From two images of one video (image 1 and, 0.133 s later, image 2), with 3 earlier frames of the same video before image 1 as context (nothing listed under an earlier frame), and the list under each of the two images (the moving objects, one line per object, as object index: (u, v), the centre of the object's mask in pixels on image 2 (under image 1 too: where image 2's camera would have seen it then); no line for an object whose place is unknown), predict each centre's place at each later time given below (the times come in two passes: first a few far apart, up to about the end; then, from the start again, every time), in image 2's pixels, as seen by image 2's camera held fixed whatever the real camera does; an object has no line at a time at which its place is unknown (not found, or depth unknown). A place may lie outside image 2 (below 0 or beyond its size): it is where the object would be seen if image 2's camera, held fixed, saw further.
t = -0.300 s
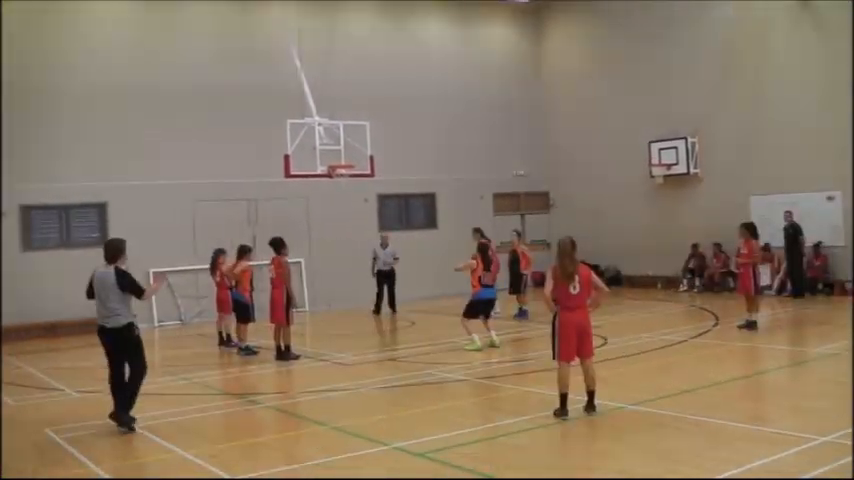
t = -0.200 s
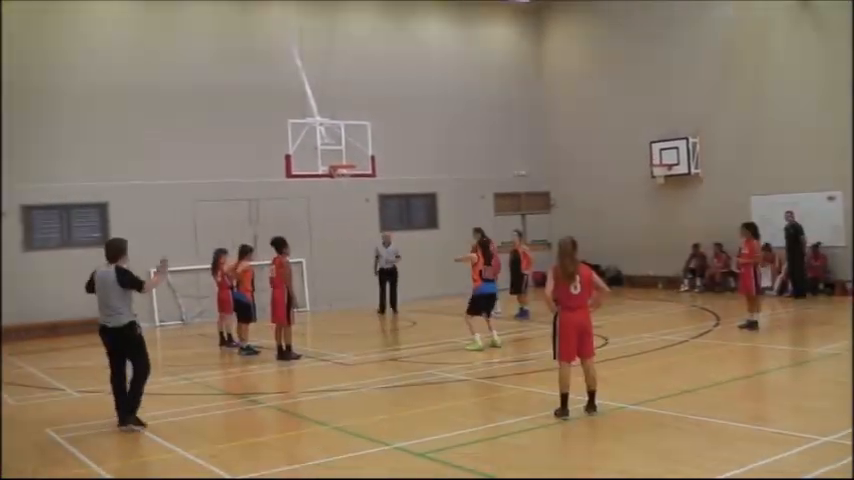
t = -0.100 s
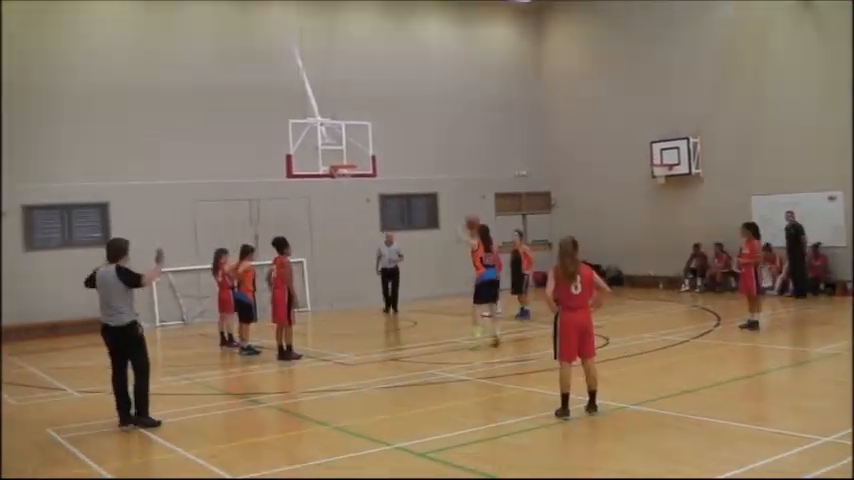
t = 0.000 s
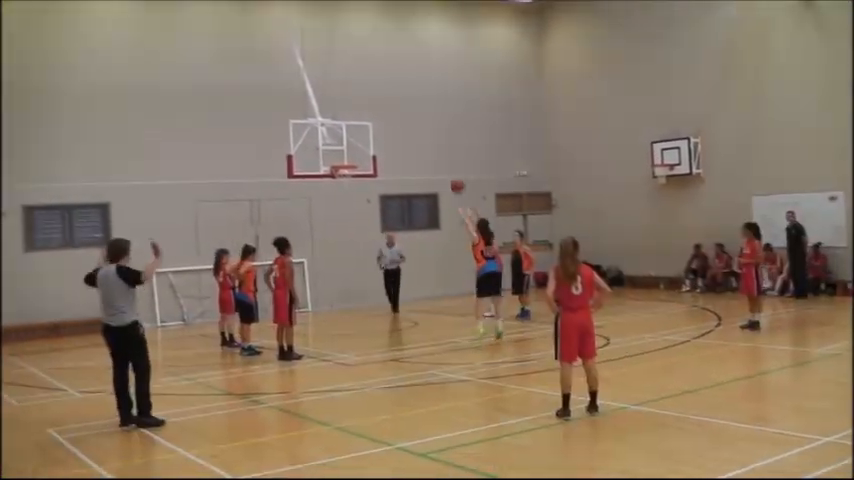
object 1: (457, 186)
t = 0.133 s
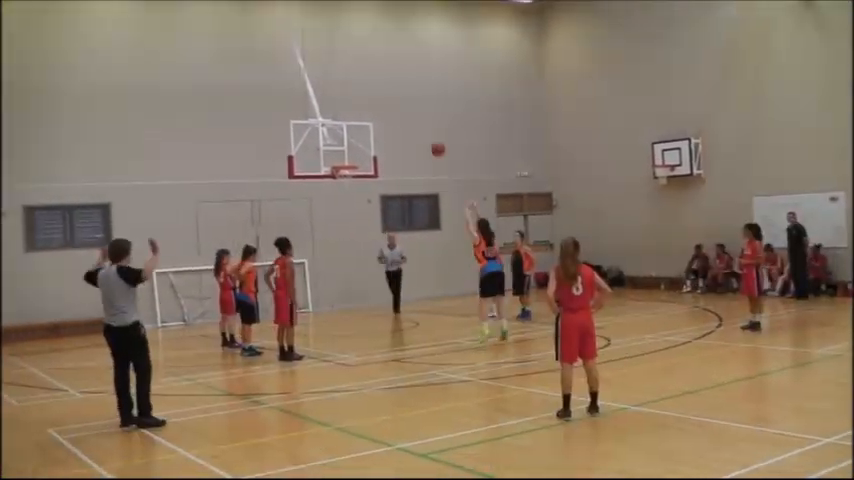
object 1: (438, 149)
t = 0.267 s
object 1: (418, 124)
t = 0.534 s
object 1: (386, 108)
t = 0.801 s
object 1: (360, 130)
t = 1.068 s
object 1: (341, 178)
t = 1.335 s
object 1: (339, 205)
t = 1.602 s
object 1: (339, 271)
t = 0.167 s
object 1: (433, 142)
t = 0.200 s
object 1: (428, 136)
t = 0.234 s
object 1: (423, 129)
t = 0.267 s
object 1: (418, 124)
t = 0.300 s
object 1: (414, 120)
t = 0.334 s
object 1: (410, 117)
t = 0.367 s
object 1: (405, 113)
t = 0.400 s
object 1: (401, 110)
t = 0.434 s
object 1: (397, 109)
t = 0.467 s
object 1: (394, 108)
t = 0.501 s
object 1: (390, 108)
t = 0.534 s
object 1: (386, 108)
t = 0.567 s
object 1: (382, 108)
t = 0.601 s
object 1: (379, 110)
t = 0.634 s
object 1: (376, 112)
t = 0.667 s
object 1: (372, 114)
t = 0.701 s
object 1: (369, 117)
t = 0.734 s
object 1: (366, 121)
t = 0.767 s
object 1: (363, 125)
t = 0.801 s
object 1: (360, 130)
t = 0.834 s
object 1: (357, 134)
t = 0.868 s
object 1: (355, 140)
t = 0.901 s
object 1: (352, 147)
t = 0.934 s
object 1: (349, 153)
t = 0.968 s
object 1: (346, 160)
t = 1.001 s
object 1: (344, 173)
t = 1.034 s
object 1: (342, 176)
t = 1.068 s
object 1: (341, 178)
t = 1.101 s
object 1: (340, 179)
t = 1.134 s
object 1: (340, 180)
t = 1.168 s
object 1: (339, 183)
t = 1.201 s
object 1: (339, 187)
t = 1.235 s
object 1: (339, 190)
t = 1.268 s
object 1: (339, 195)
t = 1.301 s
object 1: (339, 200)
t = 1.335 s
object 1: (339, 205)
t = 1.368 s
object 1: (339, 211)
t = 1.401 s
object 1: (339, 217)
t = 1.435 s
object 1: (339, 224)
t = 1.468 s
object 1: (339, 232)
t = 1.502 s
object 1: (339, 241)
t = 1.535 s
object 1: (340, 250)
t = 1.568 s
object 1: (340, 260)
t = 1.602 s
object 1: (339, 271)
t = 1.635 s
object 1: (339, 281)
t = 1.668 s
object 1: (340, 293)
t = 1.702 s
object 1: (340, 306)
